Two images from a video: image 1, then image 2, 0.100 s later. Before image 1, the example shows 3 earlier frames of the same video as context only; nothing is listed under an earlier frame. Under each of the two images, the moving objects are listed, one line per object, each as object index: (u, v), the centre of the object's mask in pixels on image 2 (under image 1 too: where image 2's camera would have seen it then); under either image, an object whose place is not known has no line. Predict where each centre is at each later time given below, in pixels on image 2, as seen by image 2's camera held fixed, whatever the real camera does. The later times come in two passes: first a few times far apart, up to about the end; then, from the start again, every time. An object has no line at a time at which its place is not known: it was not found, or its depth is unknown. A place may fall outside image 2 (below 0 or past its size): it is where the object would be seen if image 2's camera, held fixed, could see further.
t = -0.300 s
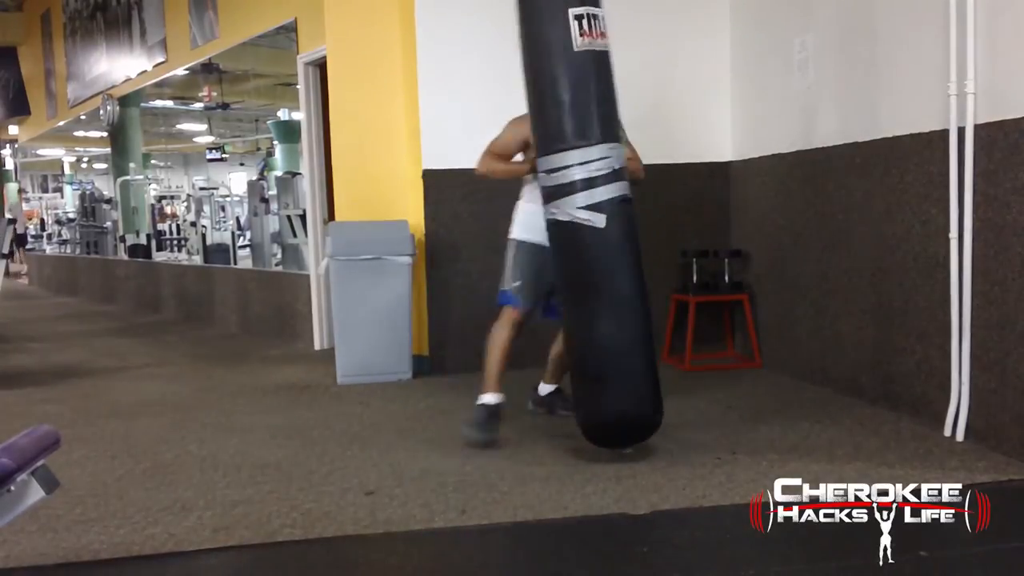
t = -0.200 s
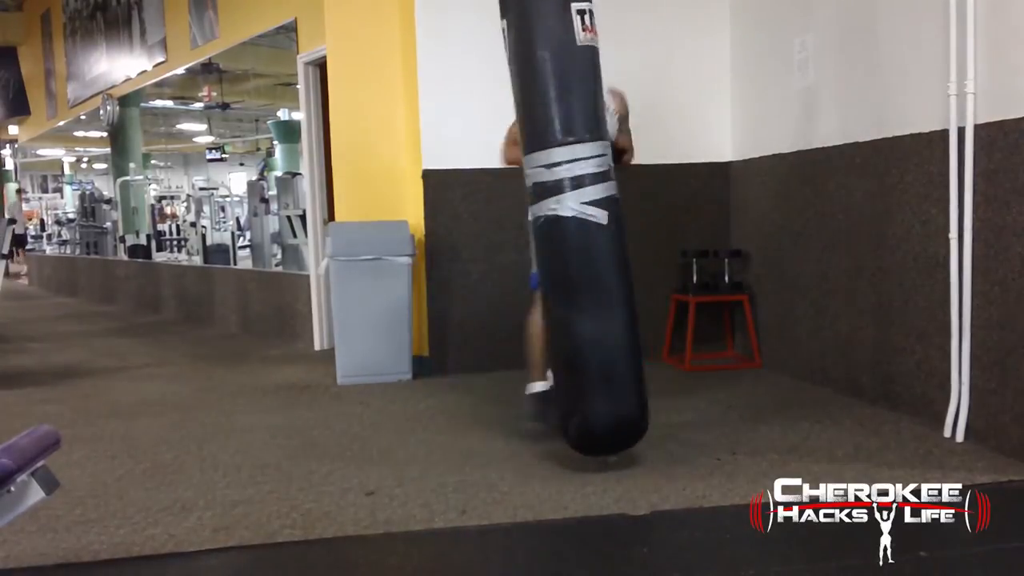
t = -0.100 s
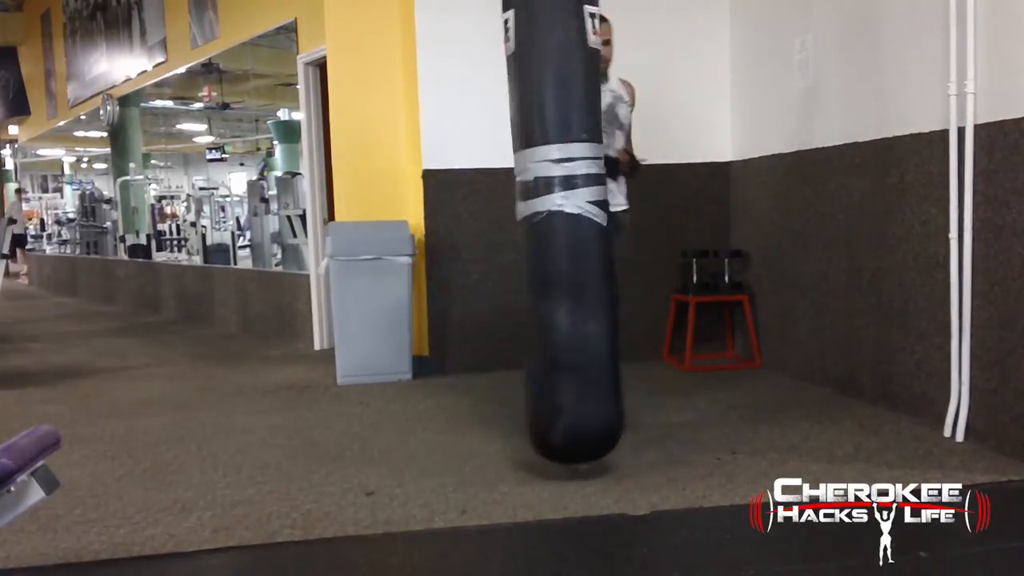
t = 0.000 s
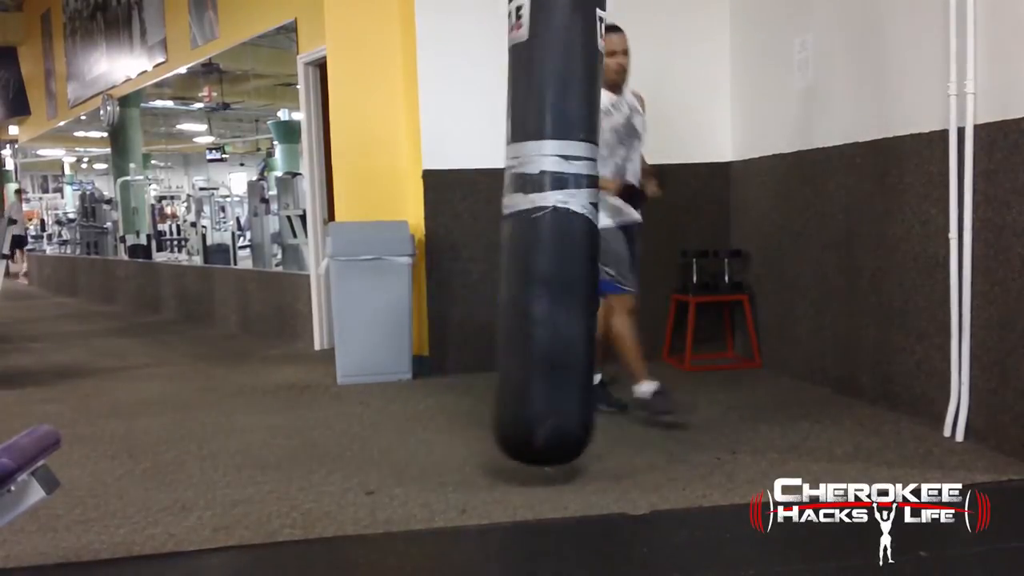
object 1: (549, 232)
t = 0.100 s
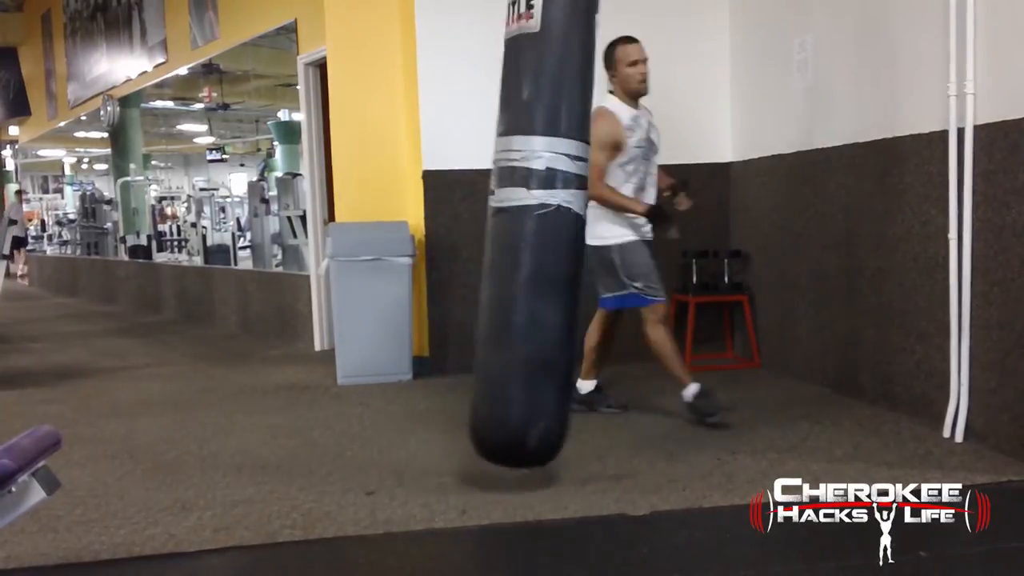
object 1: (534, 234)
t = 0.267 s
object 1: (511, 236)
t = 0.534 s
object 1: (478, 234)
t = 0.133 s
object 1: (530, 235)
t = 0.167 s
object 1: (526, 235)
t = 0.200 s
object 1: (521, 235)
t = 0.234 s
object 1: (516, 236)
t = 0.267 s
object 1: (511, 236)
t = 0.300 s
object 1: (506, 235)
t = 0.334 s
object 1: (501, 235)
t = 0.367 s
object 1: (496, 234)
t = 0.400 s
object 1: (492, 234)
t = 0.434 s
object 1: (488, 234)
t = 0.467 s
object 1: (485, 234)
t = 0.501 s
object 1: (481, 234)
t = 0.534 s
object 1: (478, 234)
